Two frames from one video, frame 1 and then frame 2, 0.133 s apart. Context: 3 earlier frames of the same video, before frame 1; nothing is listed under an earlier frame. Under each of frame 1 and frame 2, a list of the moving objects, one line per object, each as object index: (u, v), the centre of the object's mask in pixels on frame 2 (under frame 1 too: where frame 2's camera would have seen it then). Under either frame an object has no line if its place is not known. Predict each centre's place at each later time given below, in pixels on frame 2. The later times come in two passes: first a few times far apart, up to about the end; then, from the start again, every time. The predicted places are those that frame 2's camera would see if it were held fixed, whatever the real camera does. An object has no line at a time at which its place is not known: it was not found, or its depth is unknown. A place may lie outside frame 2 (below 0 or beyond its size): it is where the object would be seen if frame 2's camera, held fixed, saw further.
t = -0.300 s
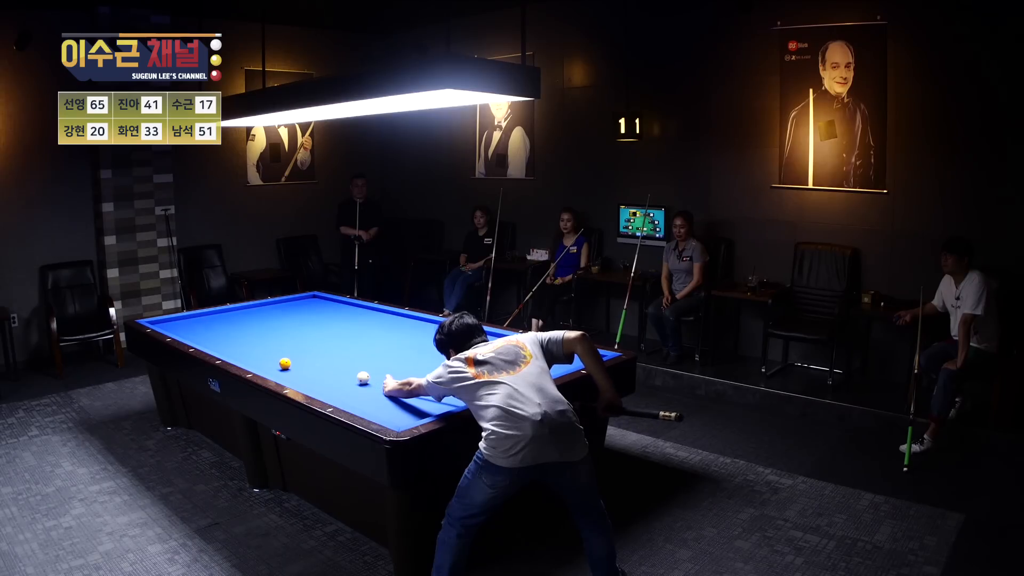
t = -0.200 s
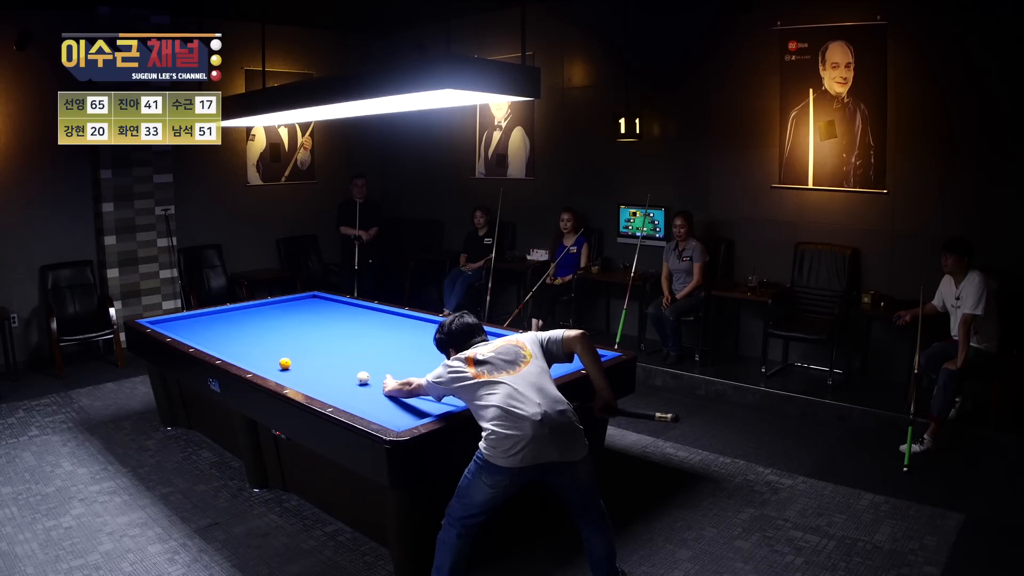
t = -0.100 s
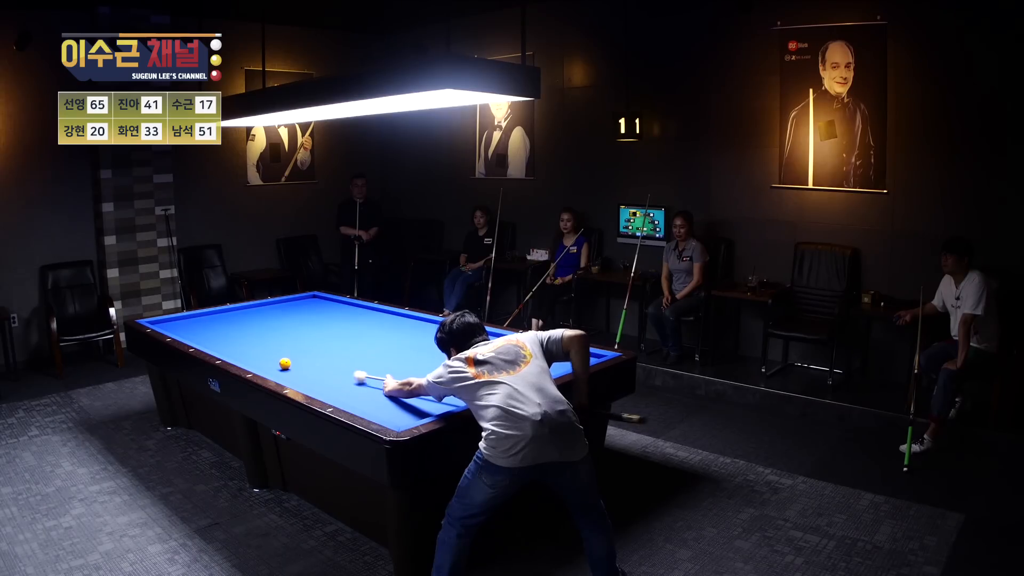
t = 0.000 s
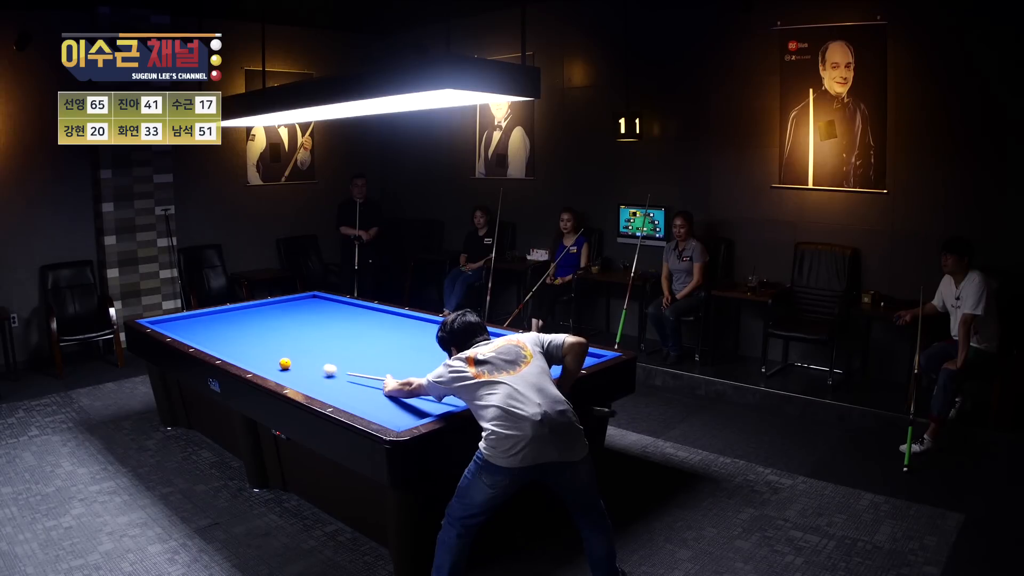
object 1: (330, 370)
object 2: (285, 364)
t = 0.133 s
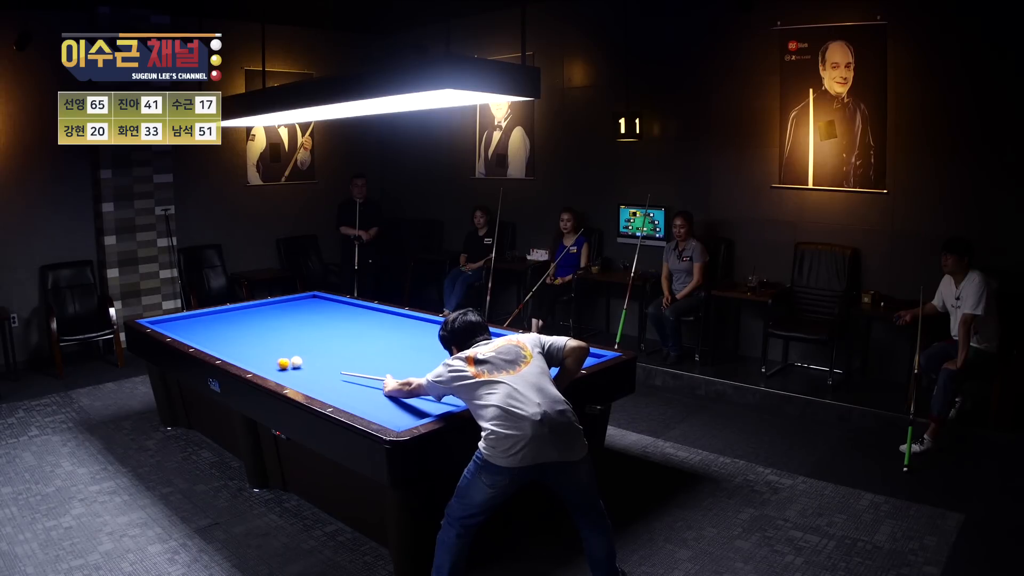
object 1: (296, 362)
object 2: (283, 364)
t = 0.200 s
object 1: (294, 358)
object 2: (269, 364)
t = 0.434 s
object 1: (281, 344)
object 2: (260, 361)
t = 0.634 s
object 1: (269, 334)
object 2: (269, 356)
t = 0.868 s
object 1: (257, 324)
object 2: (278, 350)
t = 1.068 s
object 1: (249, 316)
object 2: (286, 345)
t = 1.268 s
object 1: (241, 309)
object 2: (293, 341)
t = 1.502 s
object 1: (257, 310)
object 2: (301, 336)
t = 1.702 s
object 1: (274, 312)
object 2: (307, 332)
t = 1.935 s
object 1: (295, 314)
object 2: (314, 328)
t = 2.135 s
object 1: (313, 316)
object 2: (319, 325)
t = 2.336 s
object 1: (331, 317)
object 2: (324, 322)
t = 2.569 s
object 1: (353, 320)
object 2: (330, 318)
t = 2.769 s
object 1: (372, 322)
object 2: (335, 315)
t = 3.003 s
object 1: (395, 324)
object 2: (340, 312)
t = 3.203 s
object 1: (415, 326)
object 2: (344, 310)
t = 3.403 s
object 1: (435, 329)
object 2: (348, 307)
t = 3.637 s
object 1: (459, 331)
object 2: (352, 304)
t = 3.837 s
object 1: (480, 333)
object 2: (348, 304)
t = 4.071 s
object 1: (502, 336)
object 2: (341, 304)
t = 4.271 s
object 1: (514, 340)
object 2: (335, 304)
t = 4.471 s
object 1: (526, 344)
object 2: (329, 304)
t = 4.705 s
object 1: (541, 349)
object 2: (323, 305)
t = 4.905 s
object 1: (554, 353)
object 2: (317, 305)
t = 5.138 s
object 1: (570, 358)
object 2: (311, 305)
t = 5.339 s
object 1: (584, 361)
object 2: (307, 305)
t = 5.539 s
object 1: (574, 361)
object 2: (302, 305)
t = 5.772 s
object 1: (560, 360)
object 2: (297, 305)
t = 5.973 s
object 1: (549, 359)
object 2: (293, 305)
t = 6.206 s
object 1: (536, 357)
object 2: (288, 306)
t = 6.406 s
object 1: (526, 356)
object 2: (285, 306)
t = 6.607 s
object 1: (516, 355)
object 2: (282, 306)
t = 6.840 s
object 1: (510, 354)
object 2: (278, 306)
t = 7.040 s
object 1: (505, 352)
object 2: (275, 306)
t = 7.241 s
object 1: (501, 351)
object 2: (272, 306)
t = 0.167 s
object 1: (296, 360)
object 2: (276, 364)
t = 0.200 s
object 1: (294, 358)
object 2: (269, 364)
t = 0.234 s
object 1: (293, 356)
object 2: (262, 365)
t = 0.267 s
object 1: (292, 354)
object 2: (256, 364)
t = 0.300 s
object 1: (289, 352)
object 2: (253, 363)
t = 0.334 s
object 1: (287, 350)
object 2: (255, 363)
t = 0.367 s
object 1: (285, 348)
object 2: (257, 363)
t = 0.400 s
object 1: (283, 346)
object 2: (258, 362)
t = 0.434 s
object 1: (281, 344)
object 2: (260, 361)
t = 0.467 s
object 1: (279, 342)
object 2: (261, 360)
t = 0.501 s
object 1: (277, 341)
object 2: (263, 359)
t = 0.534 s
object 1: (275, 339)
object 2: (264, 358)
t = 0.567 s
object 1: (273, 337)
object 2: (266, 357)
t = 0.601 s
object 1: (271, 336)
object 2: (267, 357)
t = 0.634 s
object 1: (269, 334)
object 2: (269, 356)
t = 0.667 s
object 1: (267, 332)
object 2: (270, 355)
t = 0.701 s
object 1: (266, 331)
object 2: (271, 354)
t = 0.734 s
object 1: (264, 329)
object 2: (273, 353)
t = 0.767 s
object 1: (262, 328)
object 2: (274, 352)
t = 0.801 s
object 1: (261, 326)
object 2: (276, 352)
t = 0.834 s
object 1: (259, 325)
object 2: (277, 351)
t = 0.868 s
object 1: (257, 324)
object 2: (278, 350)
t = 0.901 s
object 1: (256, 322)
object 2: (279, 349)
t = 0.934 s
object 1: (255, 321)
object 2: (281, 348)
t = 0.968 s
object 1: (253, 319)
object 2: (282, 347)
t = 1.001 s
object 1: (252, 318)
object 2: (283, 347)
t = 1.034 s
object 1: (250, 317)
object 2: (284, 346)
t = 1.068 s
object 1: (249, 316)
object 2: (286, 345)
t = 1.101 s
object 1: (248, 314)
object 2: (287, 344)
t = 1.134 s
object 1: (246, 313)
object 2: (288, 344)
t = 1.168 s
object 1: (245, 312)
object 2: (289, 343)
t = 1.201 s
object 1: (244, 311)
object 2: (290, 342)
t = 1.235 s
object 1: (242, 310)
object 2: (292, 341)
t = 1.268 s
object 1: (241, 309)
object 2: (293, 341)
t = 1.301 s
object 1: (240, 308)
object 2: (294, 340)
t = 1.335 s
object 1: (241, 307)
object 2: (295, 339)
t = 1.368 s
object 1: (245, 308)
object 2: (296, 339)
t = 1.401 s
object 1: (248, 308)
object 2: (297, 338)
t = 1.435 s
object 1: (251, 309)
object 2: (299, 337)
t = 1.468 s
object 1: (254, 309)
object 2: (300, 337)
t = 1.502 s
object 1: (257, 310)
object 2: (301, 336)
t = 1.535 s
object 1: (260, 310)
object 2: (302, 335)
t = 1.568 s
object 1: (263, 310)
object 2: (303, 335)
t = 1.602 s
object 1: (266, 311)
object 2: (304, 334)
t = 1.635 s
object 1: (269, 311)
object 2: (305, 333)
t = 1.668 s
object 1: (272, 311)
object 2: (306, 333)
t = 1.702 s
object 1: (274, 312)
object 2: (307, 332)
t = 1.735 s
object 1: (277, 312)
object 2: (308, 332)
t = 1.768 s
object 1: (280, 312)
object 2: (309, 331)
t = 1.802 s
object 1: (283, 313)
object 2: (310, 330)
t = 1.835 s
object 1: (286, 313)
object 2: (311, 330)
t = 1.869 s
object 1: (289, 313)
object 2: (312, 329)
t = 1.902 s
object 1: (292, 313)
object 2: (313, 329)
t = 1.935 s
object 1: (295, 314)
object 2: (314, 328)
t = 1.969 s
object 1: (298, 314)
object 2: (315, 327)
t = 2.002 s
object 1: (301, 314)
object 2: (316, 327)
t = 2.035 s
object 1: (304, 315)
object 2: (316, 326)
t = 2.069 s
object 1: (307, 315)
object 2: (317, 326)
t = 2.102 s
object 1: (310, 315)
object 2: (318, 325)
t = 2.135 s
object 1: (313, 316)
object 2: (319, 325)
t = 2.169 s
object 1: (315, 316)
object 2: (320, 324)
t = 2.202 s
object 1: (319, 316)
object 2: (321, 324)
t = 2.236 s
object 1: (322, 316)
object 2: (322, 323)
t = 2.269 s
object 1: (325, 316)
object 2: (323, 323)
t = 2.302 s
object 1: (329, 316)
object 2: (323, 322)
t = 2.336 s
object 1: (331, 317)
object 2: (324, 322)
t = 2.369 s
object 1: (334, 318)
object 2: (325, 321)
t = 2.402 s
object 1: (337, 318)
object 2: (326, 320)
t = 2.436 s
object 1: (340, 318)
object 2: (327, 320)
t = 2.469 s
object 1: (344, 319)
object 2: (328, 320)
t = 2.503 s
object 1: (347, 319)
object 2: (329, 319)
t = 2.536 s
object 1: (350, 320)
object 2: (329, 318)
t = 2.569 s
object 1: (353, 320)
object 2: (330, 318)
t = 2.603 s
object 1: (356, 320)
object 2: (331, 317)
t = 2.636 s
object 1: (359, 321)
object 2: (332, 317)
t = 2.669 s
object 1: (362, 321)
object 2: (333, 317)
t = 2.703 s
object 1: (366, 321)
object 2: (333, 316)
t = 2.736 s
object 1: (369, 322)
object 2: (334, 316)
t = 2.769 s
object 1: (372, 322)
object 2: (335, 315)
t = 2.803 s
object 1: (375, 322)
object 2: (335, 315)
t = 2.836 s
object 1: (378, 323)
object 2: (336, 314)
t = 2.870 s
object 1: (382, 323)
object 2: (337, 314)
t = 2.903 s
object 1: (385, 323)
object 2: (338, 313)
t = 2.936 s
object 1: (388, 324)
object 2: (338, 313)
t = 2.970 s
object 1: (391, 324)
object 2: (339, 313)
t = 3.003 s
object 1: (395, 324)
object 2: (340, 312)
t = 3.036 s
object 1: (398, 325)
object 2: (340, 312)
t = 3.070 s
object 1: (401, 325)
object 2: (341, 311)
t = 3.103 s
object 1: (404, 325)
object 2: (342, 311)
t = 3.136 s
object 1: (408, 326)
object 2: (343, 310)
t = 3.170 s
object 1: (412, 326)
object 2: (343, 310)
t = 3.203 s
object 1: (415, 326)
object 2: (344, 310)
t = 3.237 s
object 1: (419, 327)
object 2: (345, 309)
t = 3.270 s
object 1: (421, 327)
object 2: (345, 309)
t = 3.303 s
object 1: (425, 327)
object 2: (346, 308)
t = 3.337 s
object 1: (428, 328)
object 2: (346, 308)
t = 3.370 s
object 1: (432, 328)
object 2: (347, 308)
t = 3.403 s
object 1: (435, 329)
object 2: (348, 307)
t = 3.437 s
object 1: (439, 329)
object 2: (348, 307)
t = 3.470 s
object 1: (442, 329)
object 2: (349, 306)
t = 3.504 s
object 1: (445, 329)
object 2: (350, 306)
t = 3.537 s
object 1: (449, 330)
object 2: (350, 306)
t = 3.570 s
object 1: (452, 330)
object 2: (351, 305)
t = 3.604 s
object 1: (456, 331)
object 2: (351, 305)
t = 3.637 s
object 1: (459, 331)
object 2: (352, 304)
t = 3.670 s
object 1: (463, 331)
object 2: (353, 304)
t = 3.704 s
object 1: (466, 332)
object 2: (353, 304)
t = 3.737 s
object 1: (470, 332)
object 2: (352, 304)
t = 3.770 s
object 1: (473, 332)
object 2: (351, 304)
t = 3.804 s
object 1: (476, 333)
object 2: (349, 304)
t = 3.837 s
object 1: (480, 333)
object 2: (348, 304)
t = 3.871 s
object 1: (484, 334)
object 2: (347, 304)
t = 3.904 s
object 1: (487, 334)
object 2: (346, 304)
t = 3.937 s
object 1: (491, 334)
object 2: (345, 304)
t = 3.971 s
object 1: (494, 335)
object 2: (344, 304)
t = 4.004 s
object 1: (498, 335)
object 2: (343, 304)
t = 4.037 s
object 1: (500, 336)
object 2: (342, 304)
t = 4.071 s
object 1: (502, 336)
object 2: (341, 304)
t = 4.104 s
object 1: (504, 337)
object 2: (340, 304)
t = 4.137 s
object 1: (506, 338)
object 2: (339, 304)
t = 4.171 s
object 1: (508, 338)
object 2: (338, 304)
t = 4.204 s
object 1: (510, 339)
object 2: (337, 304)
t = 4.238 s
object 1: (512, 339)
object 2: (336, 304)
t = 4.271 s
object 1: (514, 340)
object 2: (335, 304)
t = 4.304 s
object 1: (516, 341)
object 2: (334, 304)
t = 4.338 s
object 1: (518, 341)
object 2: (333, 304)
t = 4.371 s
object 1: (520, 342)
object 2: (332, 304)
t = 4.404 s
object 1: (522, 343)
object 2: (331, 304)
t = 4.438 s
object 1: (524, 343)
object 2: (330, 304)
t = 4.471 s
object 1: (526, 344)
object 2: (329, 304)
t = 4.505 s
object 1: (528, 345)
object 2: (328, 304)
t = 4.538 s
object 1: (531, 345)
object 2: (327, 304)
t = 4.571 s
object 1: (533, 346)
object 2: (326, 304)
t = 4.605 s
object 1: (535, 347)
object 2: (325, 305)
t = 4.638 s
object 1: (537, 347)
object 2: (325, 305)
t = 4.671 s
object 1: (539, 348)
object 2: (324, 305)
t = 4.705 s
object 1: (541, 349)
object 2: (323, 305)
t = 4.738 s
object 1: (543, 349)
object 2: (322, 305)
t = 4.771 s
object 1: (546, 350)
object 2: (321, 305)
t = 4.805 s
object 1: (548, 351)
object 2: (320, 305)
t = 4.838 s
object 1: (550, 351)
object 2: (319, 305)
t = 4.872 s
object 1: (552, 352)
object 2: (318, 305)
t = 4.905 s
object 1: (554, 353)
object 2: (317, 305)
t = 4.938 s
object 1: (557, 354)
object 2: (316, 305)
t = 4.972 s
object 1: (559, 354)
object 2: (316, 305)
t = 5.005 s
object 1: (561, 355)
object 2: (315, 305)
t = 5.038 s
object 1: (564, 356)
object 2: (314, 305)
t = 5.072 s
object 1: (566, 356)
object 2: (313, 305)
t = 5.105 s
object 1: (568, 357)
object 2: (312, 305)
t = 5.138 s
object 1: (570, 358)
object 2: (311, 305)
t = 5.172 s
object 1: (573, 358)
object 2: (311, 305)
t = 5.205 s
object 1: (575, 359)
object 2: (310, 305)
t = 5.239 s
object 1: (577, 360)
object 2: (309, 305)
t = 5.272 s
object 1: (579, 360)
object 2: (308, 305)
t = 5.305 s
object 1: (582, 360)
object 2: (307, 305)
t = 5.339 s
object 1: (584, 361)
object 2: (307, 305)
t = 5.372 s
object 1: (584, 361)
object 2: (306, 305)
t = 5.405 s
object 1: (582, 361)
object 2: (305, 305)
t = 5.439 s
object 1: (579, 361)
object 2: (304, 305)
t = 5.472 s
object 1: (578, 361)
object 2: (303, 305)
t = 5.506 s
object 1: (575, 361)
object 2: (303, 305)
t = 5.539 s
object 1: (574, 361)
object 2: (302, 305)
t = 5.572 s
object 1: (572, 361)
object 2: (301, 305)
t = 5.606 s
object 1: (570, 361)
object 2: (301, 305)
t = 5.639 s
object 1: (568, 360)
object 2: (300, 305)
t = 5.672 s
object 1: (566, 360)
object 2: (299, 305)
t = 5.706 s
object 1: (564, 360)
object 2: (298, 305)
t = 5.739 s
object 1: (562, 360)
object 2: (298, 305)
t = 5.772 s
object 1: (560, 360)
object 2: (297, 305)
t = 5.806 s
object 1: (558, 360)
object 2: (296, 305)
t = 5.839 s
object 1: (556, 360)
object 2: (296, 305)
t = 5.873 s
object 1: (554, 359)
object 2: (295, 305)
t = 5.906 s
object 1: (552, 359)
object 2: (294, 305)
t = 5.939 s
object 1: (551, 359)
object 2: (294, 305)
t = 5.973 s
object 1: (549, 359)
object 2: (293, 305)
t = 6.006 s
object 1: (547, 358)
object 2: (292, 305)
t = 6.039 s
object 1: (545, 358)
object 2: (292, 306)
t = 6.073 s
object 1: (543, 358)
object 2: (291, 306)
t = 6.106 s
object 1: (541, 358)
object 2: (290, 306)
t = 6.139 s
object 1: (540, 358)
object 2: (290, 306)
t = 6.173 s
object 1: (538, 358)
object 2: (289, 306)
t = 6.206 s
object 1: (536, 357)
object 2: (288, 306)
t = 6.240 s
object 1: (535, 357)
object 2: (288, 306)
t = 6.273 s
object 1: (533, 357)
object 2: (287, 306)
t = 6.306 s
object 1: (531, 357)
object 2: (287, 306)
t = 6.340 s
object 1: (529, 357)
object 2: (286, 306)
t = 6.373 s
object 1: (528, 357)
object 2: (285, 306)
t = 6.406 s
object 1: (526, 356)
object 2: (285, 306)
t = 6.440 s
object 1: (525, 356)
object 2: (284, 306)
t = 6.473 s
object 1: (523, 356)
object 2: (284, 306)
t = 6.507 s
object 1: (521, 356)
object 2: (283, 306)
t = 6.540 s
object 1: (519, 356)
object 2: (283, 306)
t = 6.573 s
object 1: (518, 356)
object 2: (282, 306)
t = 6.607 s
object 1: (516, 355)
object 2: (282, 306)
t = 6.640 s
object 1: (515, 355)
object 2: (281, 306)
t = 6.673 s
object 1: (513, 355)
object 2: (280, 306)
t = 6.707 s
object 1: (513, 355)
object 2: (280, 306)
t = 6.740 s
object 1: (512, 355)
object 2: (279, 306)
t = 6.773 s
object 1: (511, 354)
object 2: (279, 306)
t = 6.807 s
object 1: (511, 354)
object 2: (278, 306)
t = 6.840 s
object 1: (510, 354)
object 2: (278, 306)
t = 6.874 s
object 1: (509, 354)
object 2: (277, 306)
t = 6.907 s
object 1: (508, 353)
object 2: (277, 306)
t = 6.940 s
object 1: (508, 353)
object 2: (276, 306)
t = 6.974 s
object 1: (507, 353)
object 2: (276, 306)
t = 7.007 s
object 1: (506, 353)
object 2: (276, 306)
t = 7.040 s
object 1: (505, 352)
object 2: (275, 306)
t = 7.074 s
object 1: (505, 352)
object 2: (275, 306)
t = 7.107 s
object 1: (504, 352)
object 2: (274, 306)
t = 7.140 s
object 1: (504, 352)
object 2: (274, 306)
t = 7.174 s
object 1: (503, 351)
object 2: (273, 306)
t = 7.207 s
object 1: (502, 351)
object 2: (273, 306)
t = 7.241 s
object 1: (501, 351)
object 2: (272, 306)
